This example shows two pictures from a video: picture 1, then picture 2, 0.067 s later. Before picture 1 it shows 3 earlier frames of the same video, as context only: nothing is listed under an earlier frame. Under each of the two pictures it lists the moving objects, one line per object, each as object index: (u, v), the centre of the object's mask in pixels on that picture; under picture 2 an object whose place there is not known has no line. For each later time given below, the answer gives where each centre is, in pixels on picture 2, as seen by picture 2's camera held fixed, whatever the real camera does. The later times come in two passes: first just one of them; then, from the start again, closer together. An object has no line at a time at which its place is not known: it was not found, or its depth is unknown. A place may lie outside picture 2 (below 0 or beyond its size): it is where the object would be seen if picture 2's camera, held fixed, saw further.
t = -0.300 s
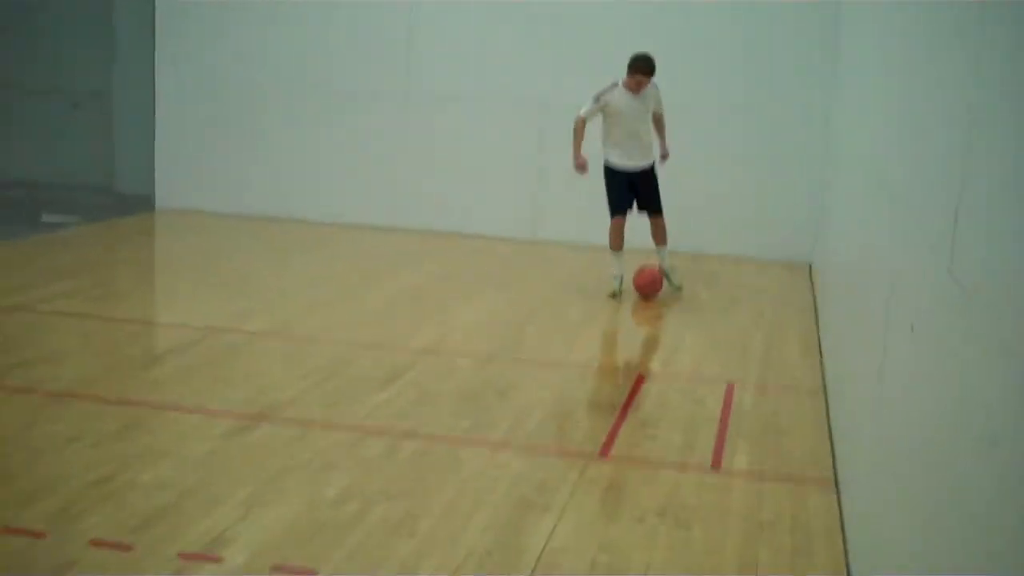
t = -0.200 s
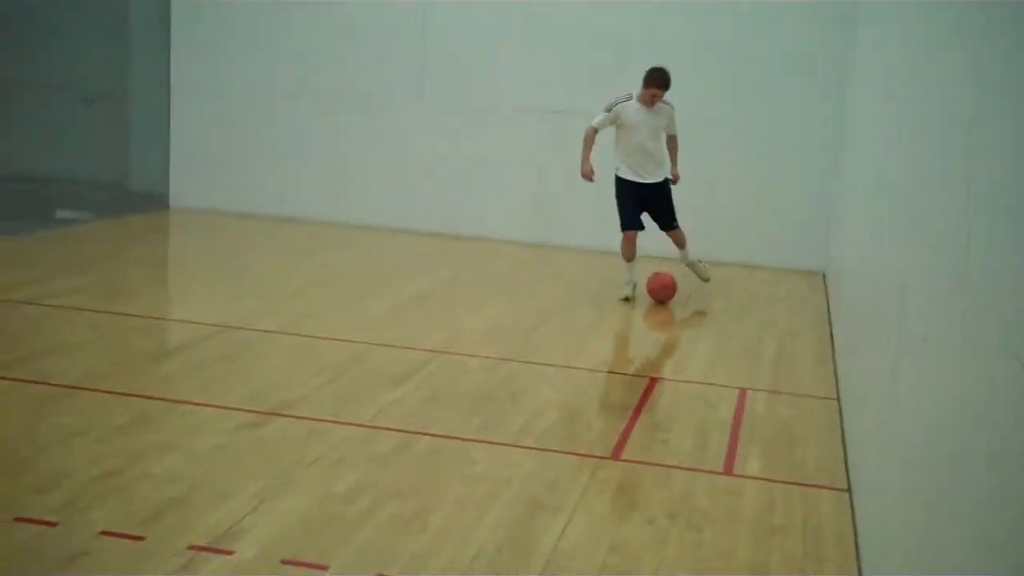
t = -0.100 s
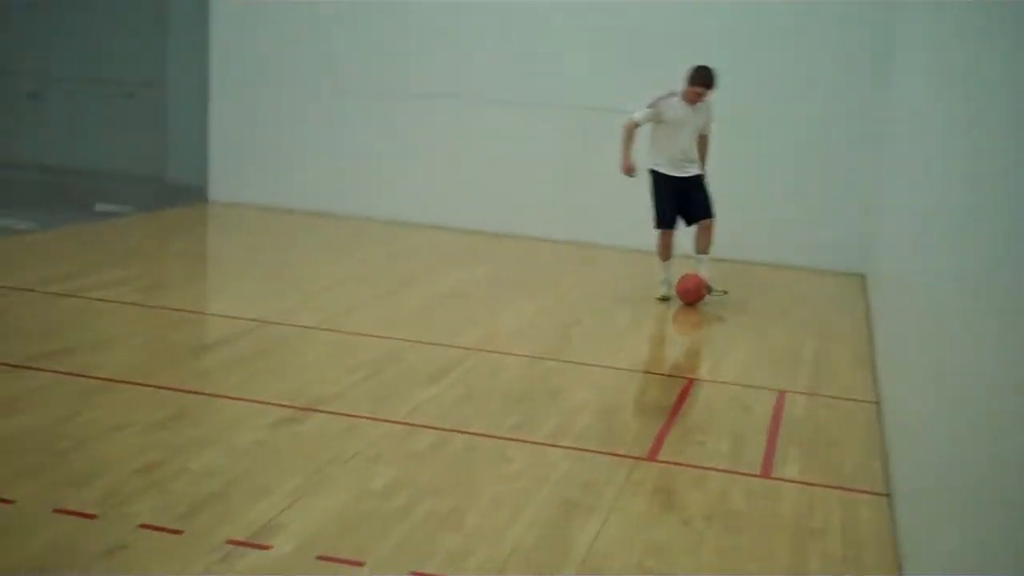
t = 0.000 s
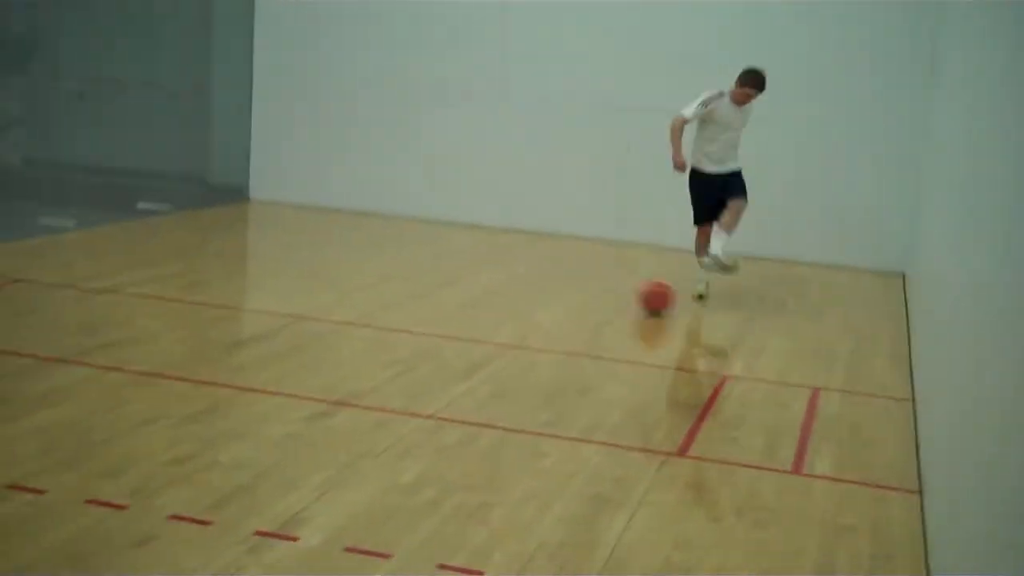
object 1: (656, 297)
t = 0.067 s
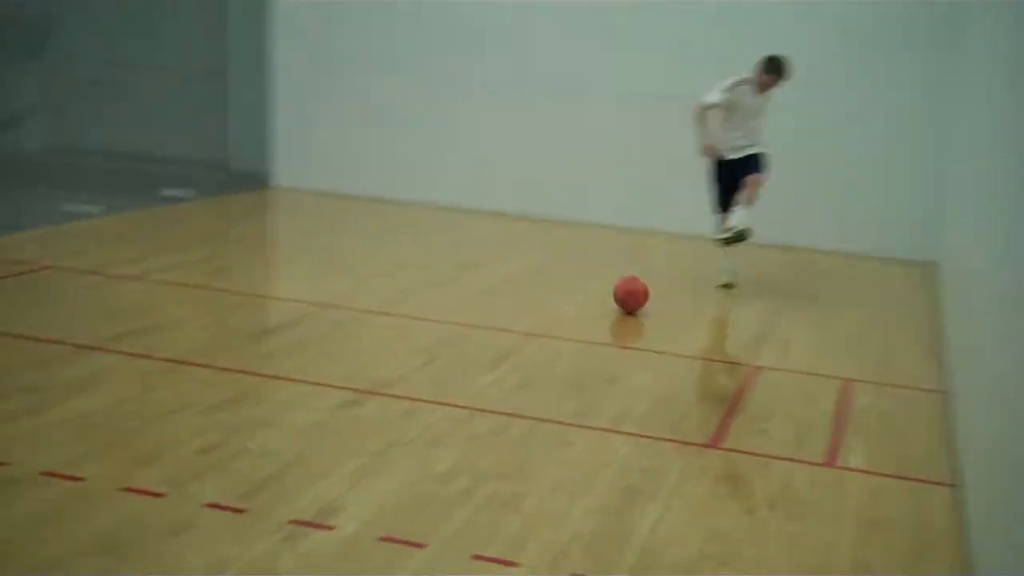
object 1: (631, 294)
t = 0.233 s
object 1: (490, 316)
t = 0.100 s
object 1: (603, 298)
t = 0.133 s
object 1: (576, 303)
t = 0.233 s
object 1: (490, 316)
